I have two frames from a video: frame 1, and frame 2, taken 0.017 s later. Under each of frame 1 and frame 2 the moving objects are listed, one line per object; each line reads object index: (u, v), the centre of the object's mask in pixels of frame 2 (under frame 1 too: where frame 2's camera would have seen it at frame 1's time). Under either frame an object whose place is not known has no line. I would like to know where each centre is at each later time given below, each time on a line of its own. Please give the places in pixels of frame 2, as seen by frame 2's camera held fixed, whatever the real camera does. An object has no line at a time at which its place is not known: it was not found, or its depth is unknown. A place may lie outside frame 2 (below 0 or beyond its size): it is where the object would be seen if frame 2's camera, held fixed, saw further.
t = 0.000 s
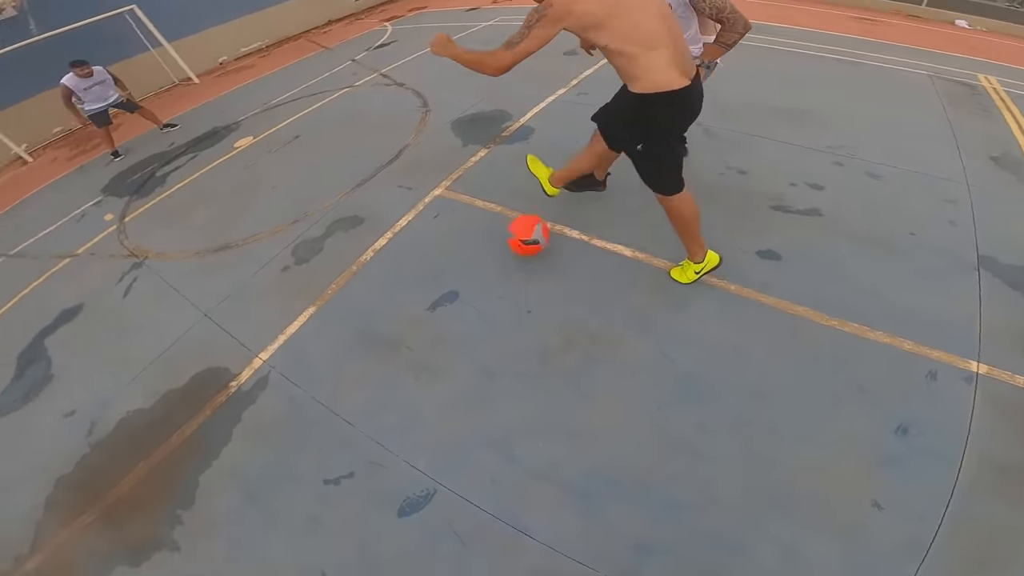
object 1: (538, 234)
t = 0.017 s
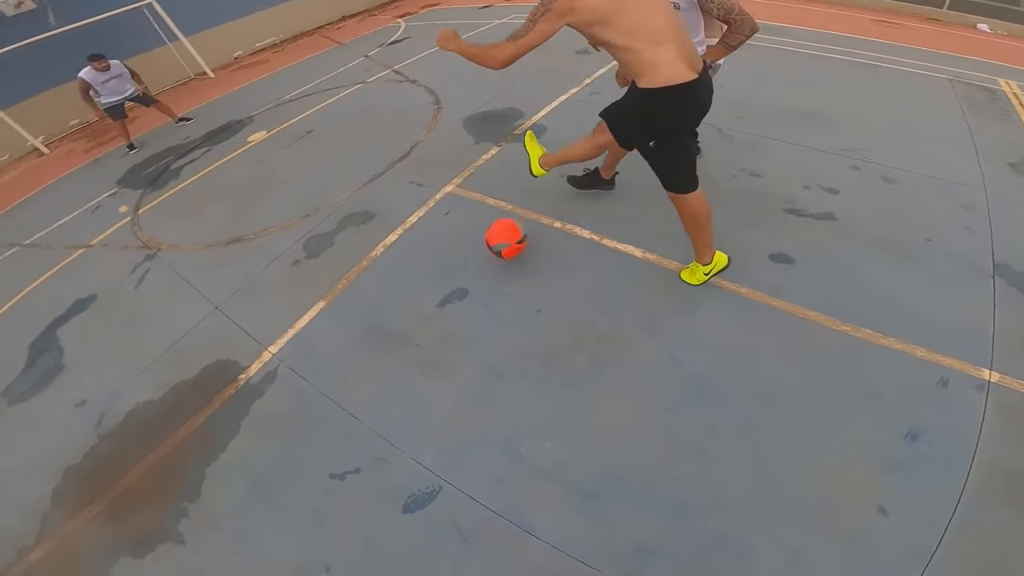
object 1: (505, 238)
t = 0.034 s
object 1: (475, 243)
